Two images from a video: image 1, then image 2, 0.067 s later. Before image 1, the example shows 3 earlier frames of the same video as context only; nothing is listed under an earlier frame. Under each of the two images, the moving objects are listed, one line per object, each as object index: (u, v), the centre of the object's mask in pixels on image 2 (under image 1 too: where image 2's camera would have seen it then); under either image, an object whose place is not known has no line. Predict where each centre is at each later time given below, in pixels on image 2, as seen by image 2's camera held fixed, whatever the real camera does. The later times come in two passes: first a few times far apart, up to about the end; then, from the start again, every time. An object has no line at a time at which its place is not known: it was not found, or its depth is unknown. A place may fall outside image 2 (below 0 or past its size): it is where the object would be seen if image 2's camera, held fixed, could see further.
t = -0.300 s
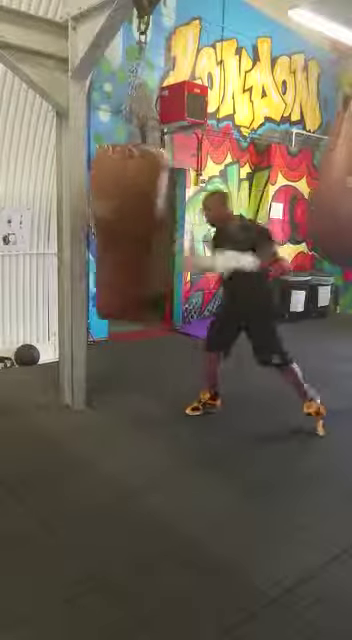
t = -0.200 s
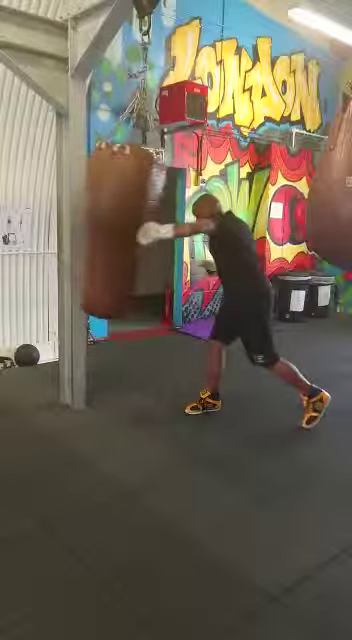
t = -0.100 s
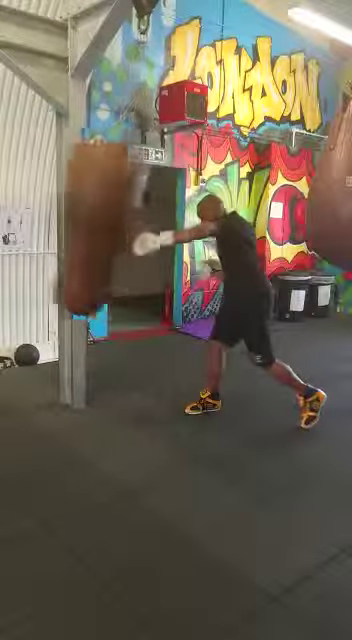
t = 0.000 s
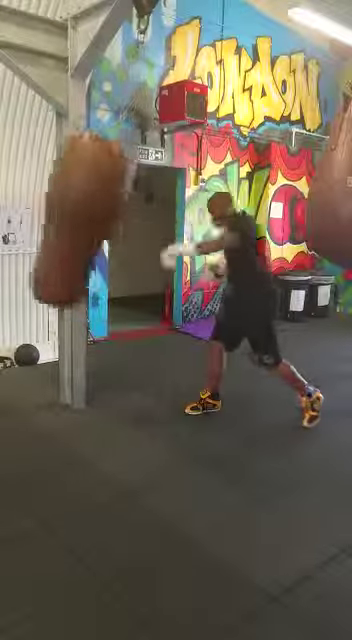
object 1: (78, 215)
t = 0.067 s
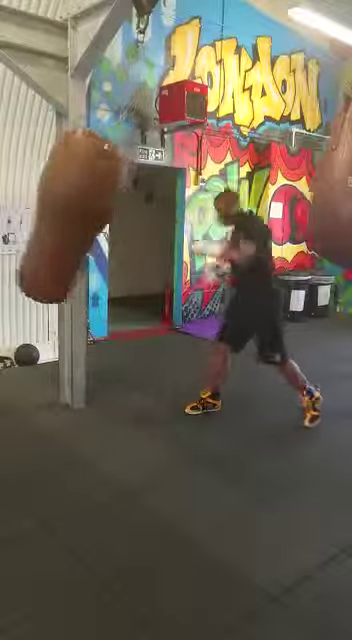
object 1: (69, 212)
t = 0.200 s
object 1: (60, 209)
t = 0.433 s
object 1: (63, 212)
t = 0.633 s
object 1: (89, 222)
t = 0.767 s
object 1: (114, 228)
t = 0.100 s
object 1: (67, 211)
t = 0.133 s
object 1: (64, 210)
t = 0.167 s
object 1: (61, 209)
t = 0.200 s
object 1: (60, 209)
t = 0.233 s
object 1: (59, 208)
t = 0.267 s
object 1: (58, 208)
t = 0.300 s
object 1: (57, 208)
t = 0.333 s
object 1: (58, 209)
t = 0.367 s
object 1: (58, 210)
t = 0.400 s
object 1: (60, 211)
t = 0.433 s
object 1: (63, 212)
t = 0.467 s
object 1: (66, 212)
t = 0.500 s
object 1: (70, 214)
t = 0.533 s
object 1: (73, 215)
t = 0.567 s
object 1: (78, 217)
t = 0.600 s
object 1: (82, 218)
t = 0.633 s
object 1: (89, 222)
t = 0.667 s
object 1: (96, 222)
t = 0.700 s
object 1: (103, 225)
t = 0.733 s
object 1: (109, 225)
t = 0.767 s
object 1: (114, 228)
